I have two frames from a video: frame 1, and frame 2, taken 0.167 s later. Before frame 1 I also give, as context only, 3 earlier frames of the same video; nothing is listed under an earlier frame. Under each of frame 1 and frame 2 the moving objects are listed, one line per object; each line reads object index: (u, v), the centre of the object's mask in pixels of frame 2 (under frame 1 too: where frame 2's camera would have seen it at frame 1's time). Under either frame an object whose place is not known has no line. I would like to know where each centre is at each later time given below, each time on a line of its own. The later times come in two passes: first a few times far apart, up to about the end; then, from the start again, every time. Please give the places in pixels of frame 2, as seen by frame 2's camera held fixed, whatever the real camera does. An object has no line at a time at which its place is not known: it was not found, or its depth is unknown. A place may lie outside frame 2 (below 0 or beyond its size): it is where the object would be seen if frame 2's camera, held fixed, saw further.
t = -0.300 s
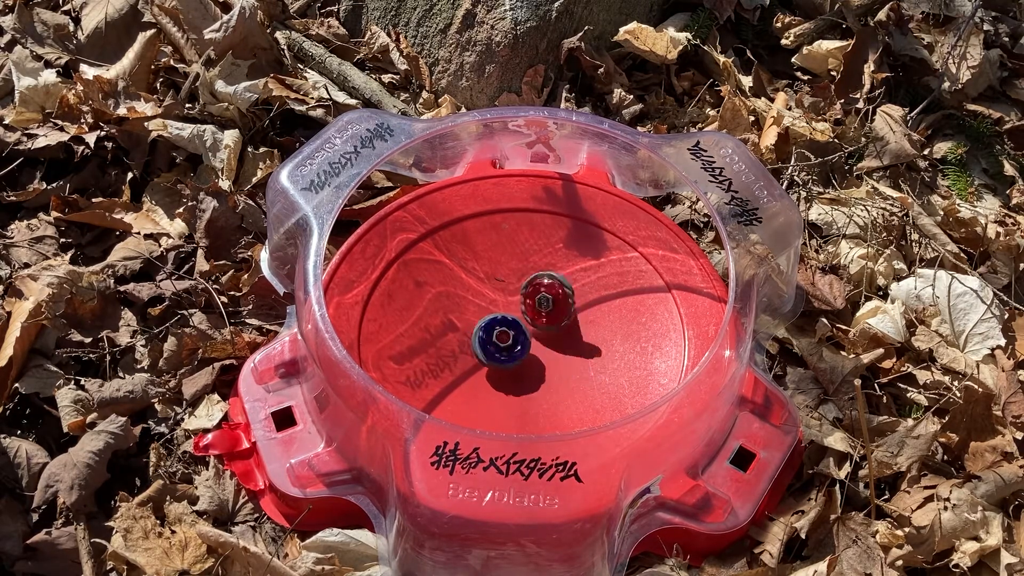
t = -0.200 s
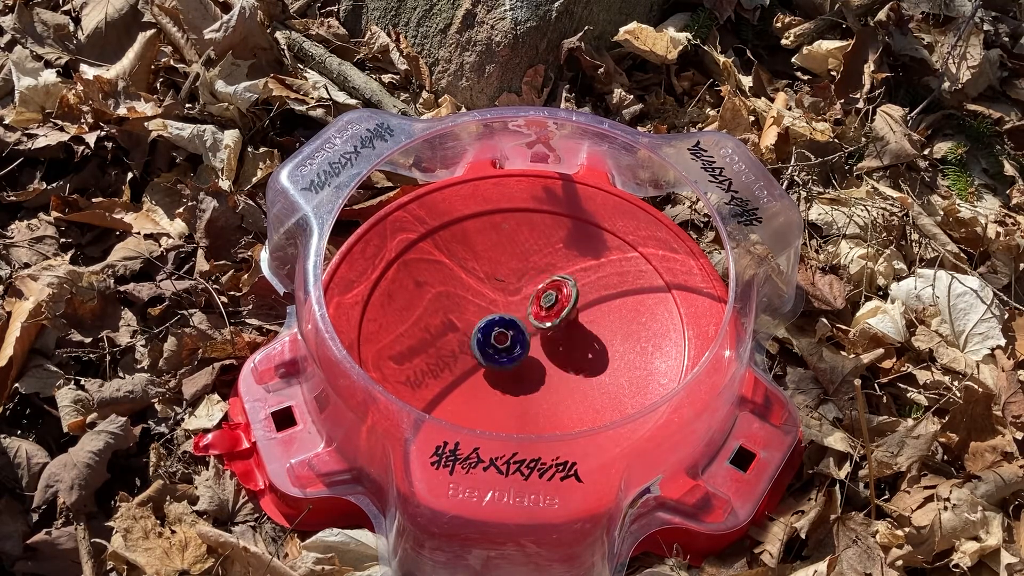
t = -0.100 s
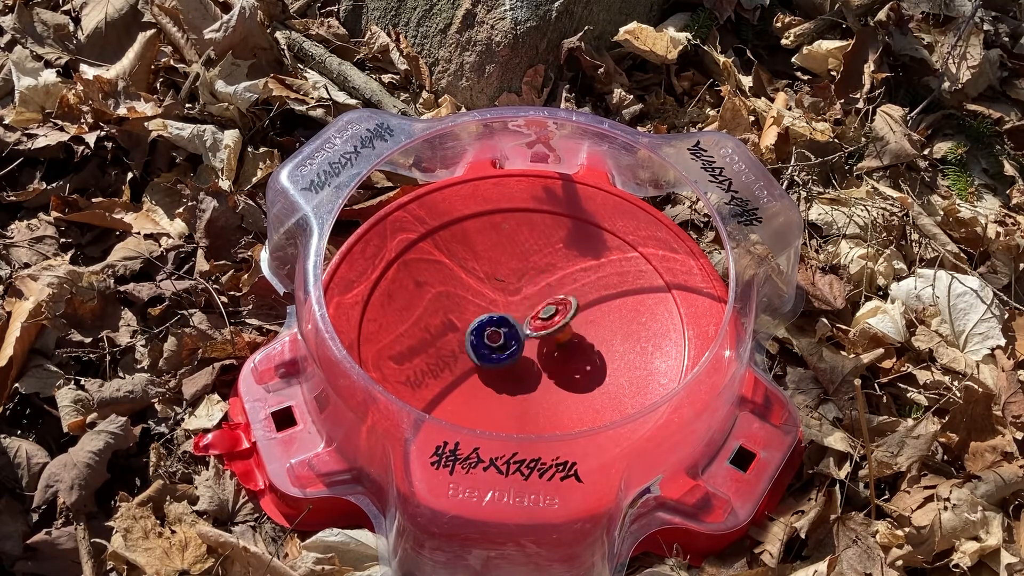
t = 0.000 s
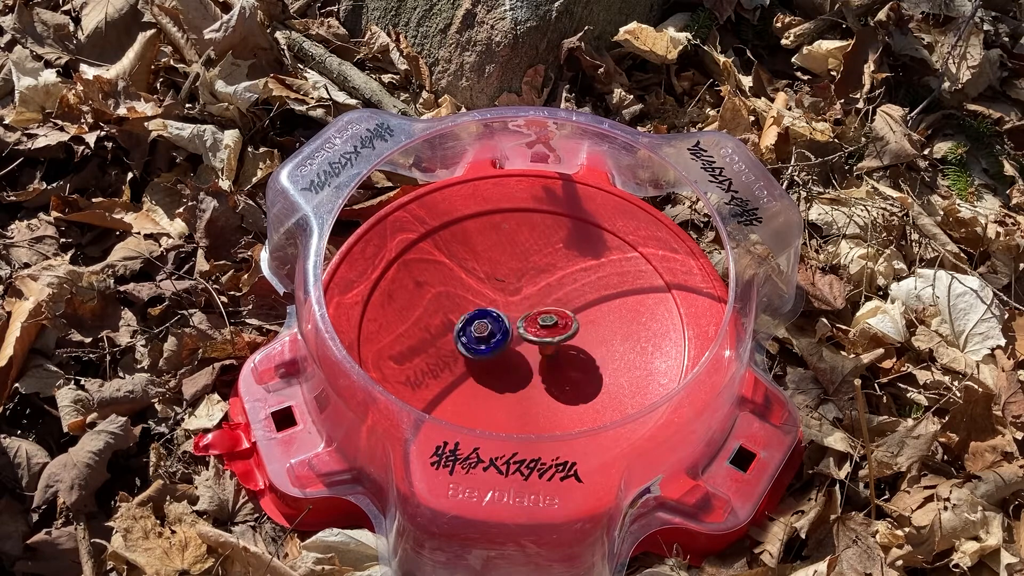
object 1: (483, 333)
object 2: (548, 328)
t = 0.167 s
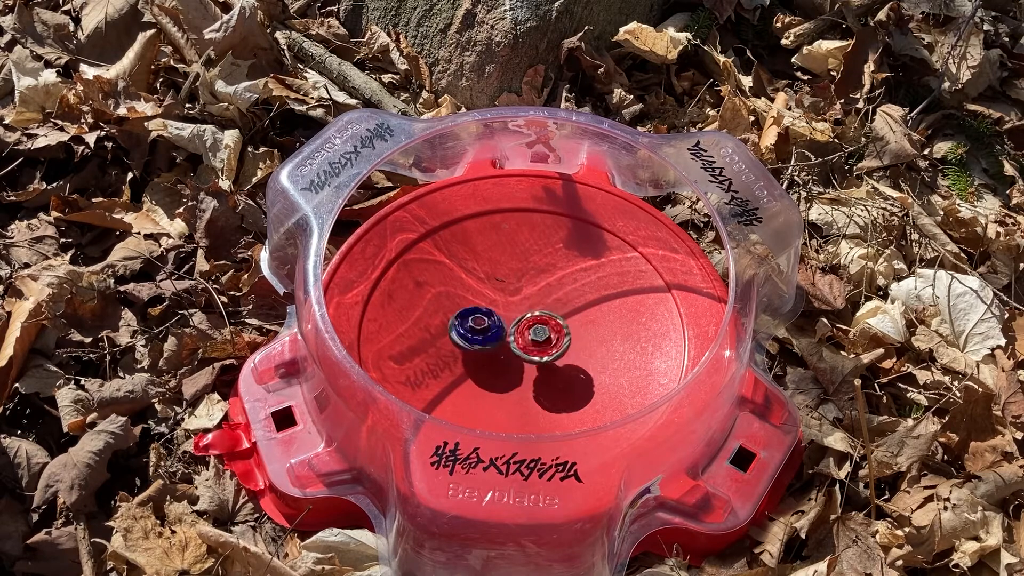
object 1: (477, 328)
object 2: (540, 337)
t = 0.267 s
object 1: (477, 330)
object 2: (535, 334)
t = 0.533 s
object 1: (479, 334)
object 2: (536, 327)
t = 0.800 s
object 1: (480, 339)
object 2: (546, 342)
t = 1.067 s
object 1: (480, 340)
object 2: (537, 338)
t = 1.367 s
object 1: (482, 345)
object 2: (542, 353)
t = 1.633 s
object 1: (483, 346)
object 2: (547, 344)
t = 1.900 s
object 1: (481, 344)
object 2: (544, 348)
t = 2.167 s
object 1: (485, 336)
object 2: (549, 345)
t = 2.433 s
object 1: (486, 339)
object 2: (539, 360)
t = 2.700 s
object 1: (490, 341)
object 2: (493, 409)
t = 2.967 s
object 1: (511, 343)
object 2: (493, 410)
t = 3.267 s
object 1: (549, 339)
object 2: (544, 391)
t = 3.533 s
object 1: (544, 336)
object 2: (545, 392)
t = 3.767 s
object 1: (543, 330)
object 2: (503, 384)
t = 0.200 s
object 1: (476, 328)
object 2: (536, 337)
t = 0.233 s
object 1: (477, 329)
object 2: (535, 334)
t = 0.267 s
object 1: (477, 330)
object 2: (535, 334)
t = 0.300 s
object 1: (478, 333)
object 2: (537, 333)
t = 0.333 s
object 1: (478, 333)
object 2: (539, 333)
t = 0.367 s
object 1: (477, 332)
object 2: (539, 333)
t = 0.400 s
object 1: (478, 332)
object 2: (536, 332)
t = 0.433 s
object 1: (477, 334)
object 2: (534, 330)
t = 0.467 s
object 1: (477, 334)
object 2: (533, 328)
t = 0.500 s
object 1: (478, 334)
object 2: (535, 326)
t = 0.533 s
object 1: (479, 334)
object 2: (536, 327)
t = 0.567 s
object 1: (479, 334)
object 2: (541, 329)
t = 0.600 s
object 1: (478, 334)
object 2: (545, 334)
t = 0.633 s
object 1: (479, 334)
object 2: (545, 336)
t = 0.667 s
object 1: (479, 336)
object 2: (544, 338)
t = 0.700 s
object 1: (479, 336)
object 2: (544, 338)
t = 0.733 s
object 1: (480, 337)
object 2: (545, 339)
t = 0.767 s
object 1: (481, 337)
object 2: (546, 341)
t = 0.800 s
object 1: (480, 339)
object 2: (546, 342)
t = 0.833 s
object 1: (481, 340)
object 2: (544, 344)
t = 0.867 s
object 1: (480, 341)
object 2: (539, 344)
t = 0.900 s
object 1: (479, 341)
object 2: (536, 342)
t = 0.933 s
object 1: (477, 340)
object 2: (537, 341)
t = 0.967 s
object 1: (478, 341)
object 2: (538, 340)
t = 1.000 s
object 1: (478, 341)
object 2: (538, 340)
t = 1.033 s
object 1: (479, 340)
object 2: (537, 339)
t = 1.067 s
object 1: (480, 340)
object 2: (537, 338)
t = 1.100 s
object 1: (481, 340)
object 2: (537, 338)
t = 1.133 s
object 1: (482, 342)
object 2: (539, 339)
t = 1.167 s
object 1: (482, 343)
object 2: (541, 342)
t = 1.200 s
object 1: (482, 343)
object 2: (543, 346)
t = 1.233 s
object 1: (482, 343)
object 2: (542, 348)
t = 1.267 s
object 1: (482, 343)
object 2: (542, 350)
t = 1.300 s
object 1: (482, 344)
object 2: (542, 351)
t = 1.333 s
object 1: (482, 345)
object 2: (542, 352)
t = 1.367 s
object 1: (482, 345)
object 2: (542, 353)
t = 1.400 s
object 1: (479, 343)
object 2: (543, 354)
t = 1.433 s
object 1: (480, 342)
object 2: (543, 353)
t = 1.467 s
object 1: (483, 342)
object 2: (542, 352)
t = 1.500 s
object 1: (483, 345)
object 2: (542, 351)
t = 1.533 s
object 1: (483, 346)
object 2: (543, 349)
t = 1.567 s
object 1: (483, 345)
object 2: (544, 346)
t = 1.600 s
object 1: (483, 345)
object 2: (546, 345)
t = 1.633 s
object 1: (483, 346)
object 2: (547, 344)
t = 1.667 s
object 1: (483, 346)
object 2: (548, 344)
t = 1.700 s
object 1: (483, 345)
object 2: (548, 345)
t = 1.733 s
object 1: (483, 345)
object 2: (548, 344)
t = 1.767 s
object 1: (482, 345)
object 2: (546, 344)
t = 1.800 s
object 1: (482, 345)
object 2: (546, 344)
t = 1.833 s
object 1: (482, 344)
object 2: (547, 344)
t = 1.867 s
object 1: (482, 344)
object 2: (546, 346)
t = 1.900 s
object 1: (481, 344)
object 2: (544, 348)
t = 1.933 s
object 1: (479, 341)
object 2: (546, 348)
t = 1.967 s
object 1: (480, 340)
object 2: (545, 348)
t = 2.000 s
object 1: (481, 339)
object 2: (545, 344)
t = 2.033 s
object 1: (481, 339)
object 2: (546, 343)
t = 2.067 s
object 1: (482, 338)
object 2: (547, 343)
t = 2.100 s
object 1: (483, 337)
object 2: (550, 344)
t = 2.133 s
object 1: (483, 336)
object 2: (550, 345)
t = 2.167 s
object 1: (485, 336)
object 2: (549, 345)
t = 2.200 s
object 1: (487, 336)
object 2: (548, 345)
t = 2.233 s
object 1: (488, 336)
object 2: (546, 346)
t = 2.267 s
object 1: (490, 337)
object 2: (546, 346)
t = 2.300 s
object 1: (491, 338)
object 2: (546, 346)
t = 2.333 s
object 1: (491, 342)
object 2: (546, 348)
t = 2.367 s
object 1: (487, 341)
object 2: (547, 352)
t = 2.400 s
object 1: (485, 340)
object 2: (545, 355)
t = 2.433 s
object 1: (486, 339)
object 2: (539, 360)
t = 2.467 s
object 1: (487, 339)
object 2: (535, 366)
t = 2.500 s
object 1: (489, 340)
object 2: (527, 372)
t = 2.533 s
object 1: (489, 340)
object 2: (518, 376)
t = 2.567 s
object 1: (489, 339)
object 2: (509, 383)
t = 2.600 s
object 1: (489, 339)
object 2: (502, 393)
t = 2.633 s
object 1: (490, 340)
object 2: (496, 402)
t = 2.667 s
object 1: (491, 341)
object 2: (493, 406)
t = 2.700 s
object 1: (490, 341)
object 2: (493, 409)
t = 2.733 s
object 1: (491, 341)
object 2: (494, 411)
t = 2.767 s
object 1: (492, 341)
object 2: (495, 412)
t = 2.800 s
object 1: (494, 342)
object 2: (496, 413)
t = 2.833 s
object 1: (497, 342)
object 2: (496, 413)
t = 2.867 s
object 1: (499, 343)
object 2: (496, 413)
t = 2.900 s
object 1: (503, 343)
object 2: (495, 412)
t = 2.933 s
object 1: (507, 344)
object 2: (494, 411)
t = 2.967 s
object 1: (511, 343)
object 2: (493, 410)
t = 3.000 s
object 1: (515, 344)
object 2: (493, 408)
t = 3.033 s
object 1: (520, 343)
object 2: (494, 406)
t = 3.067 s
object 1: (526, 342)
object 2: (496, 403)
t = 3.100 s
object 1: (531, 342)
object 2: (504, 390)
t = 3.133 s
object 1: (535, 340)
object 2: (512, 385)
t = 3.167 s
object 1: (540, 341)
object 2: (521, 385)
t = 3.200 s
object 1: (544, 339)
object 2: (530, 386)
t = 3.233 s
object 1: (547, 339)
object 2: (538, 388)
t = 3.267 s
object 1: (549, 339)
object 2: (544, 391)
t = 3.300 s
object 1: (550, 338)
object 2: (547, 394)
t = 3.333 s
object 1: (551, 338)
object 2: (550, 397)
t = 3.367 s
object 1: (551, 338)
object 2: (551, 400)
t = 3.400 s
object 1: (550, 337)
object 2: (551, 401)
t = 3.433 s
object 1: (549, 337)
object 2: (551, 400)
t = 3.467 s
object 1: (547, 337)
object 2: (550, 398)
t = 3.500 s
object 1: (546, 336)
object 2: (548, 395)
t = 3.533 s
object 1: (544, 336)
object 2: (545, 392)
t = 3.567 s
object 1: (543, 334)
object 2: (542, 389)
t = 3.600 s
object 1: (543, 334)
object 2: (536, 386)
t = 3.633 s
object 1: (542, 332)
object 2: (530, 383)
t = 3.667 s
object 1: (542, 331)
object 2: (522, 382)
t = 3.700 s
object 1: (543, 331)
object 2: (515, 382)
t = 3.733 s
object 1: (543, 331)
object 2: (509, 381)
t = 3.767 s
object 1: (543, 330)
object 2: (503, 384)
